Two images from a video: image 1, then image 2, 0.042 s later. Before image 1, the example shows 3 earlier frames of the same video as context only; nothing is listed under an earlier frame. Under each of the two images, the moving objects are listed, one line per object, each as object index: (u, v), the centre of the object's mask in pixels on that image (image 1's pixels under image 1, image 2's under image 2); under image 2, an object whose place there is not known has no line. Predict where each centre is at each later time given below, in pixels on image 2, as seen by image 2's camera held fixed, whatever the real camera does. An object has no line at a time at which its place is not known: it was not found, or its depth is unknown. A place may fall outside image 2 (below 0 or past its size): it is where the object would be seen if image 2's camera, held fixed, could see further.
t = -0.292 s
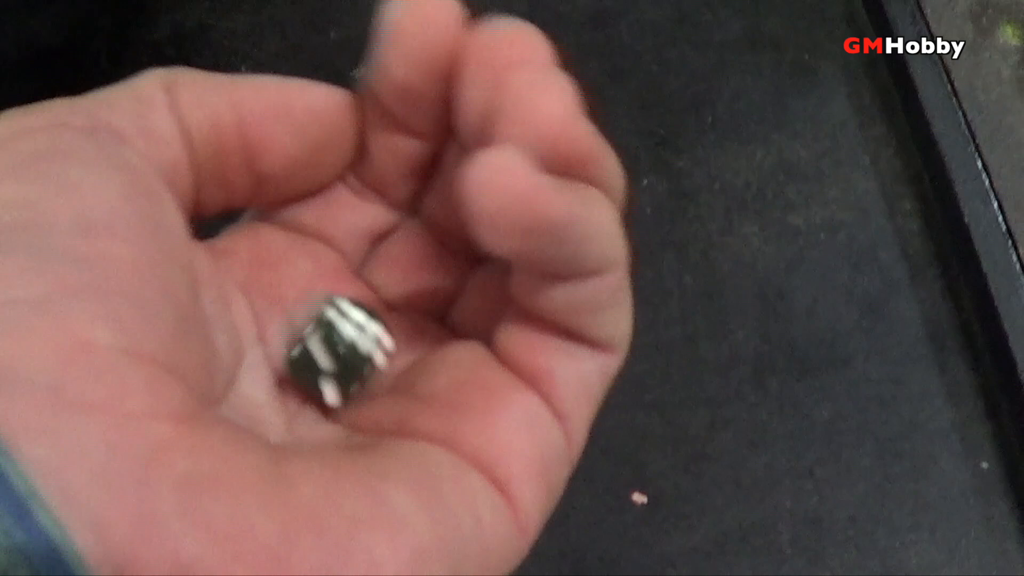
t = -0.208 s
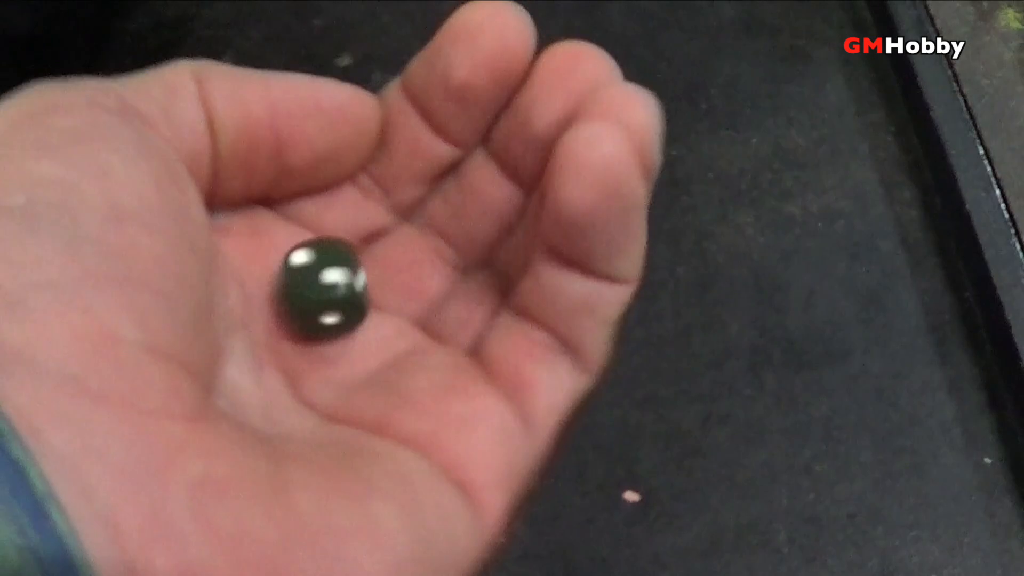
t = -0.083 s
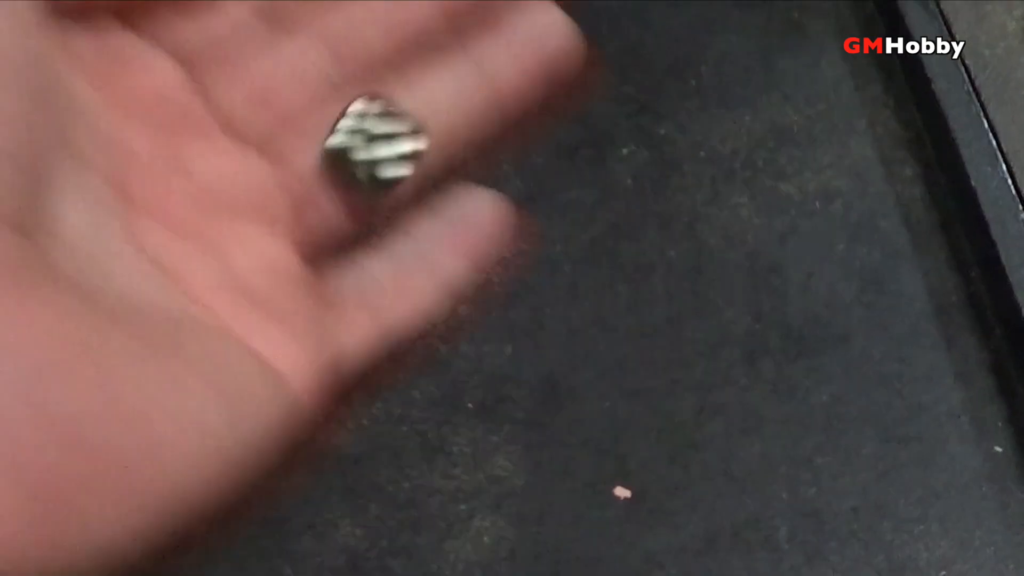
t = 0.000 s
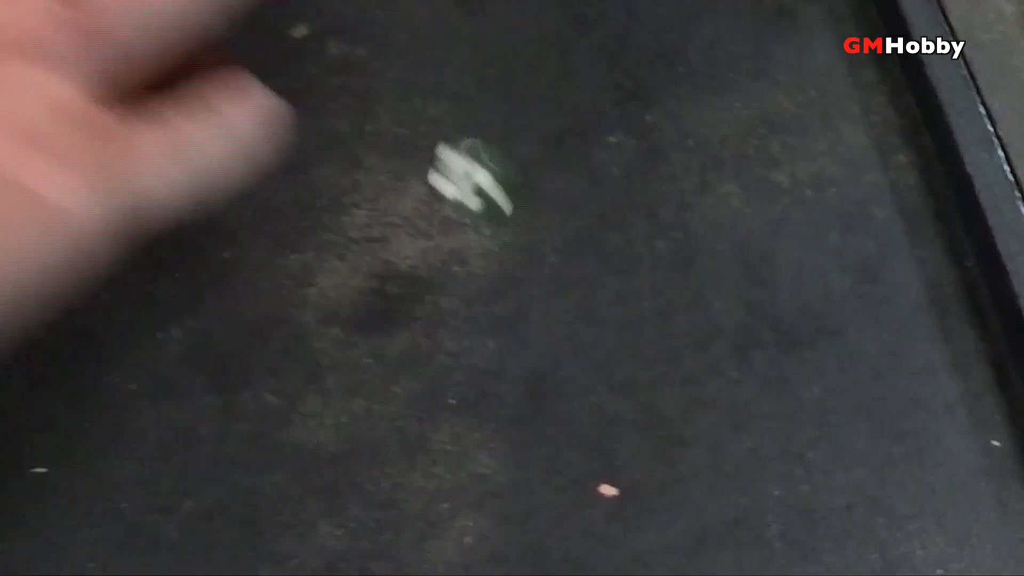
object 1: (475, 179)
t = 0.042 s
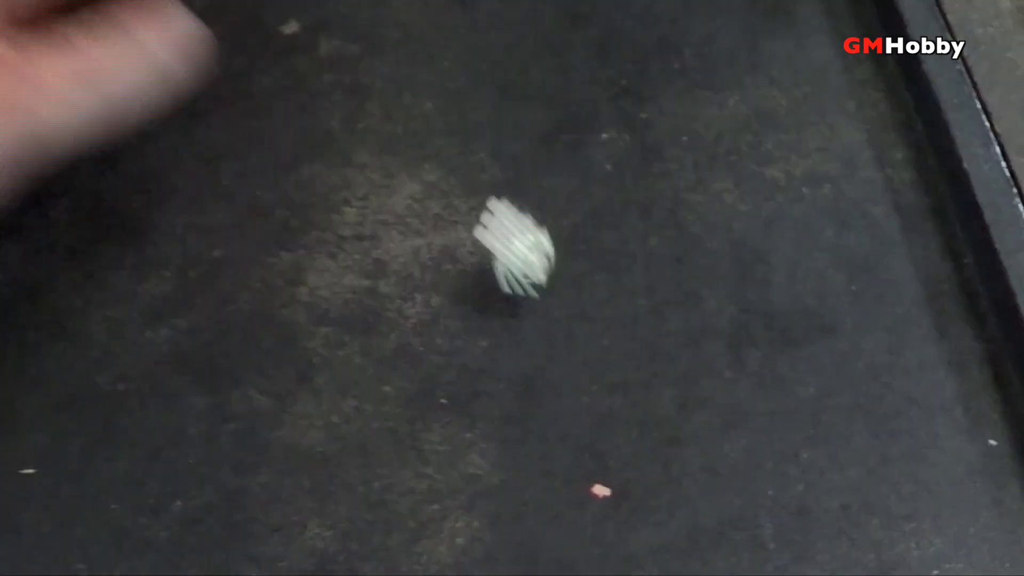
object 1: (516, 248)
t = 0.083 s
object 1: (554, 248)
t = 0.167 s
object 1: (586, 190)
